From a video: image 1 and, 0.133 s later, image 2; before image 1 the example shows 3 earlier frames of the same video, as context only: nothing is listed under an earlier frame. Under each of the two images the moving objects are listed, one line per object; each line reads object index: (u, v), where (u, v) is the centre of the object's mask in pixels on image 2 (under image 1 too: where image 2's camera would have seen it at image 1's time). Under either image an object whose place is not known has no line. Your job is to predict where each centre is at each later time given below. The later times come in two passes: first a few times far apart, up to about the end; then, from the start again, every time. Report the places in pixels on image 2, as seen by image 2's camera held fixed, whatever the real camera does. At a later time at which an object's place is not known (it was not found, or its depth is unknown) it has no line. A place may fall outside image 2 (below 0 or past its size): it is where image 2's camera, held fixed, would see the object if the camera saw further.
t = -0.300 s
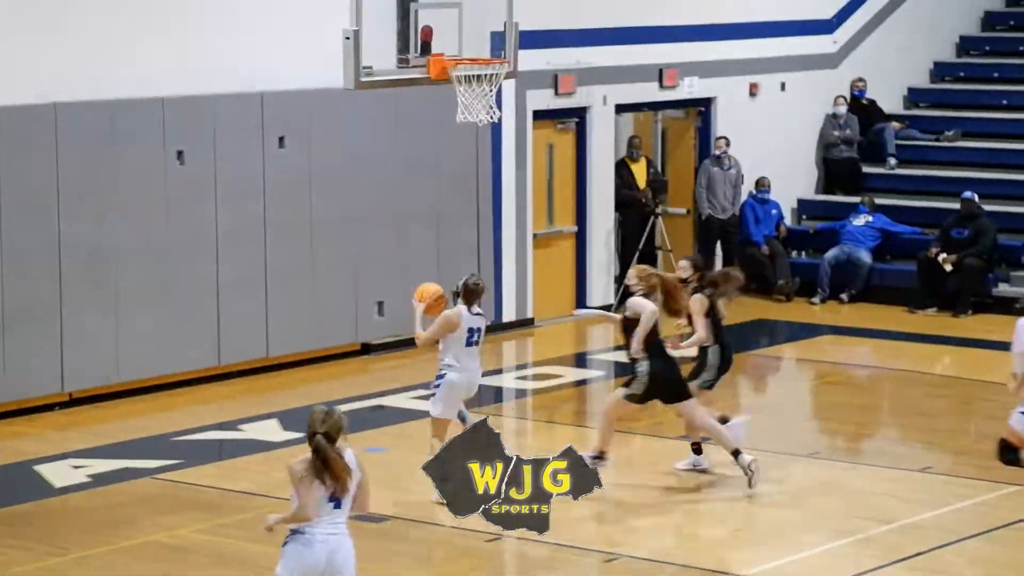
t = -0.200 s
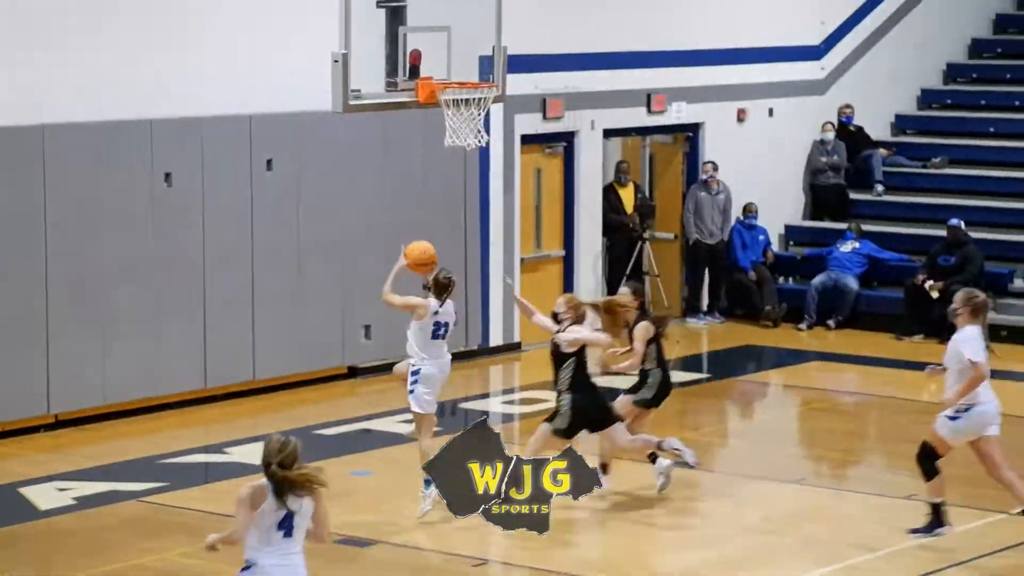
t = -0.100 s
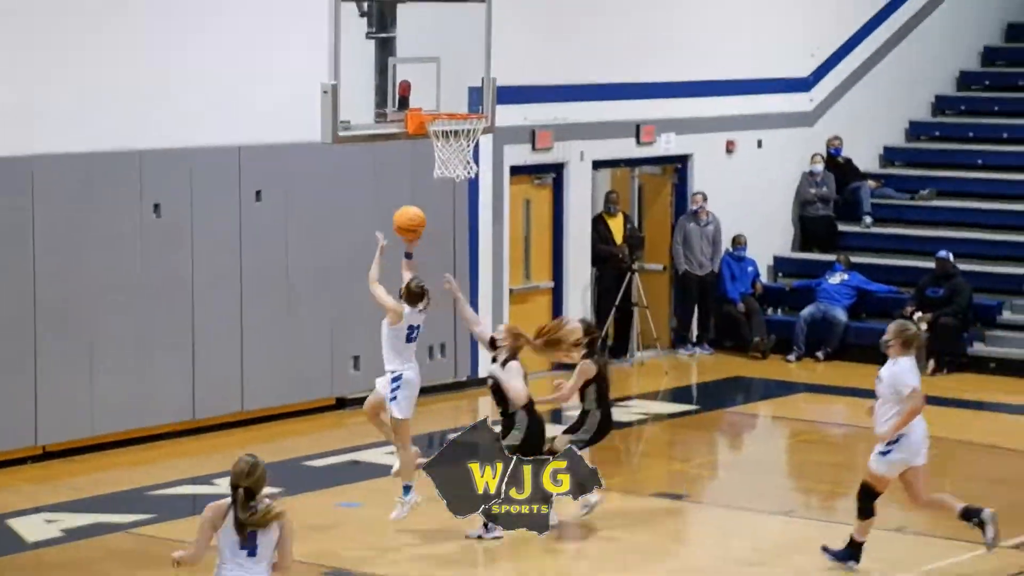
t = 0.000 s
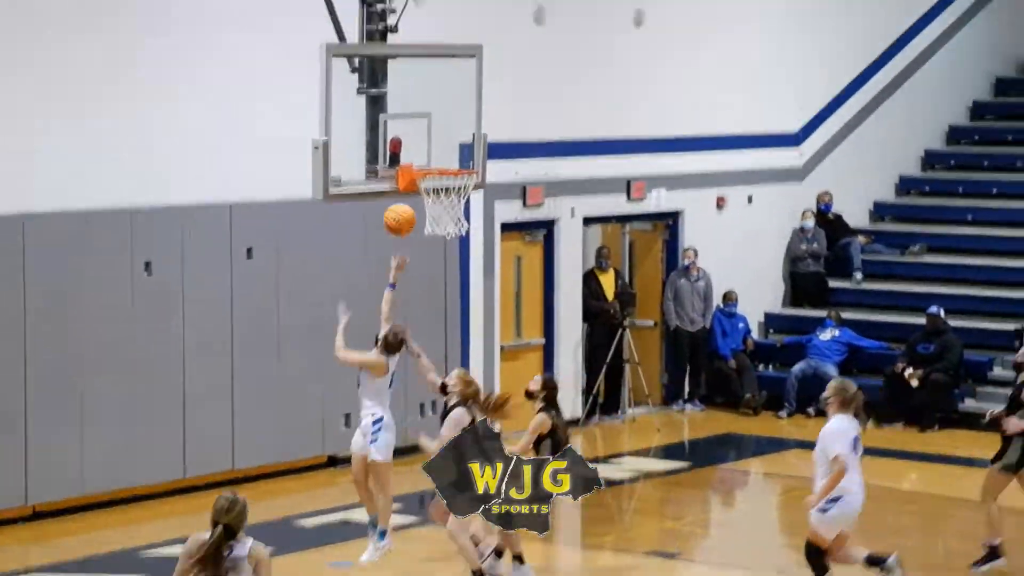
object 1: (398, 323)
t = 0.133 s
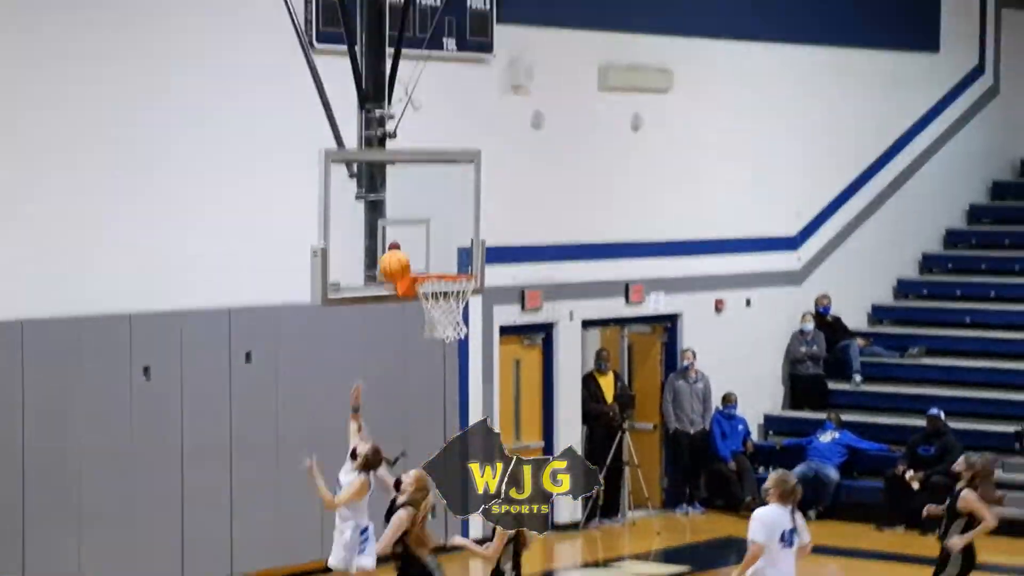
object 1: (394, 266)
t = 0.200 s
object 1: (393, 249)
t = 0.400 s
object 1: (434, 255)
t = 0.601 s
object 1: (441, 292)
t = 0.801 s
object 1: (427, 314)
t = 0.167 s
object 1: (394, 257)
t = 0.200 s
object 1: (393, 249)
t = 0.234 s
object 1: (395, 244)
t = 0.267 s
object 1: (403, 244)
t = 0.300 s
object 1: (411, 245)
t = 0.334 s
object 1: (419, 247)
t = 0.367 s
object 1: (427, 250)
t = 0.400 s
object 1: (434, 255)
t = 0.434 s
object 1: (441, 262)
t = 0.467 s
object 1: (449, 268)
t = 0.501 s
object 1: (452, 275)
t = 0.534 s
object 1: (448, 280)
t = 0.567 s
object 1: (444, 286)
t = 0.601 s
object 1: (441, 292)
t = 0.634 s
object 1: (437, 298)
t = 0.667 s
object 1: (433, 302)
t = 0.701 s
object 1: (431, 306)
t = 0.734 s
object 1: (428, 305)
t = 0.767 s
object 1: (428, 311)
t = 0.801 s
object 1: (427, 314)
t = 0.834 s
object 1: (432, 322)
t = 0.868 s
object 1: (427, 324)
